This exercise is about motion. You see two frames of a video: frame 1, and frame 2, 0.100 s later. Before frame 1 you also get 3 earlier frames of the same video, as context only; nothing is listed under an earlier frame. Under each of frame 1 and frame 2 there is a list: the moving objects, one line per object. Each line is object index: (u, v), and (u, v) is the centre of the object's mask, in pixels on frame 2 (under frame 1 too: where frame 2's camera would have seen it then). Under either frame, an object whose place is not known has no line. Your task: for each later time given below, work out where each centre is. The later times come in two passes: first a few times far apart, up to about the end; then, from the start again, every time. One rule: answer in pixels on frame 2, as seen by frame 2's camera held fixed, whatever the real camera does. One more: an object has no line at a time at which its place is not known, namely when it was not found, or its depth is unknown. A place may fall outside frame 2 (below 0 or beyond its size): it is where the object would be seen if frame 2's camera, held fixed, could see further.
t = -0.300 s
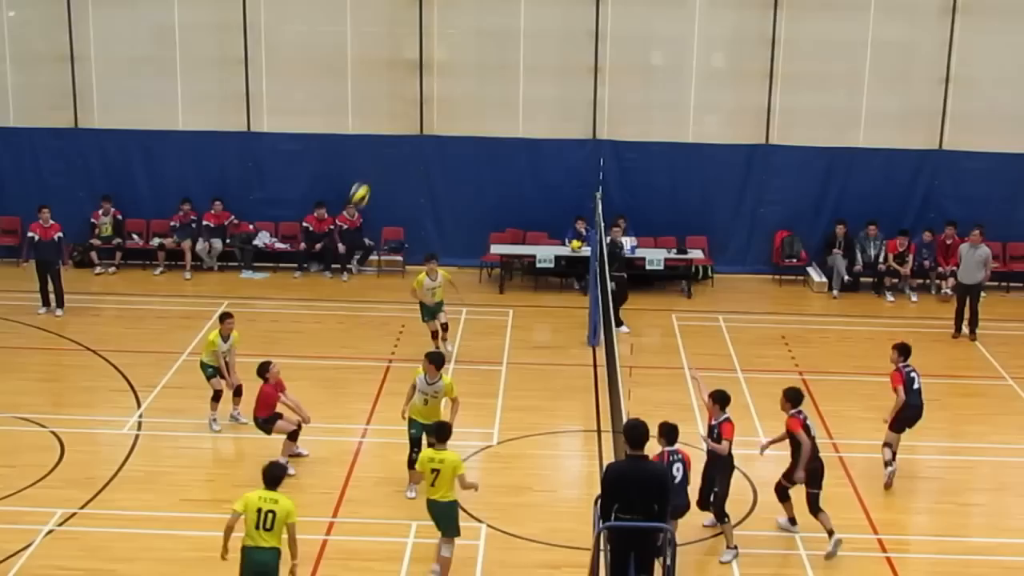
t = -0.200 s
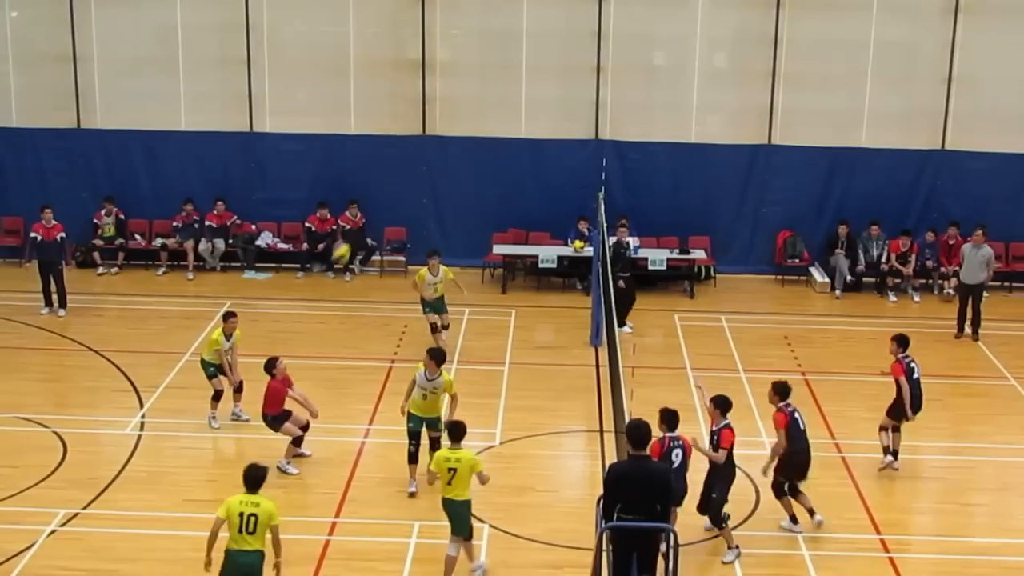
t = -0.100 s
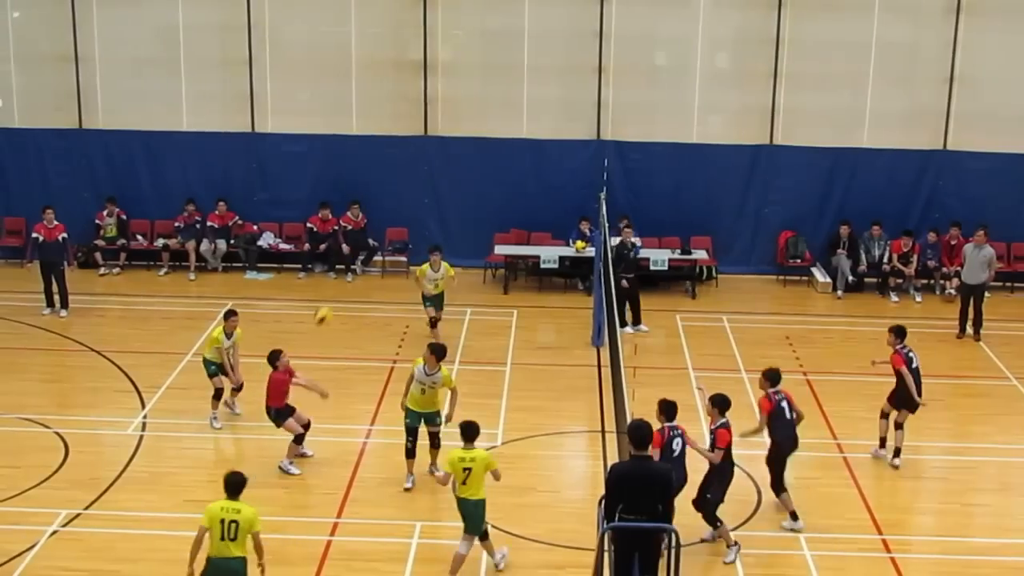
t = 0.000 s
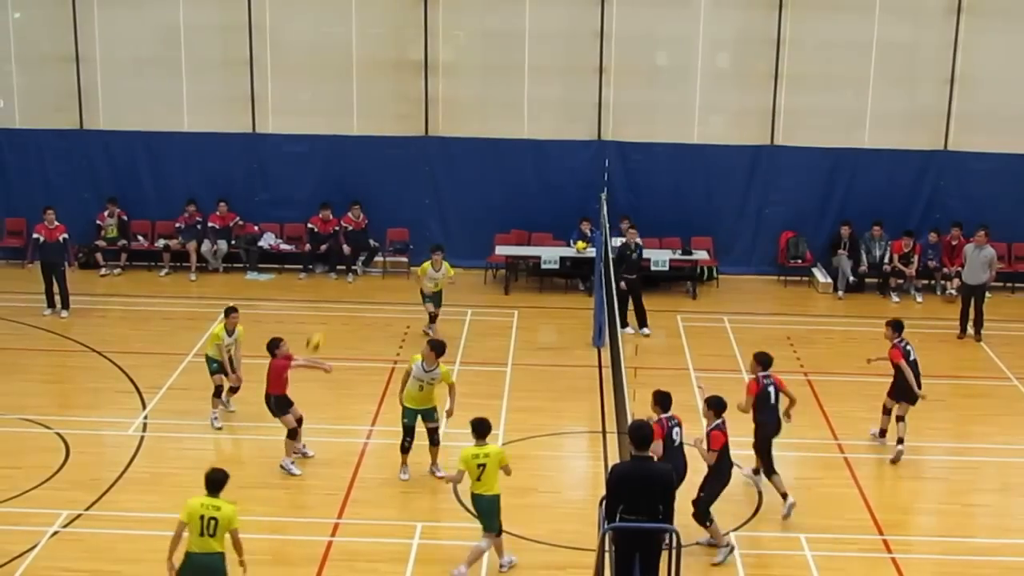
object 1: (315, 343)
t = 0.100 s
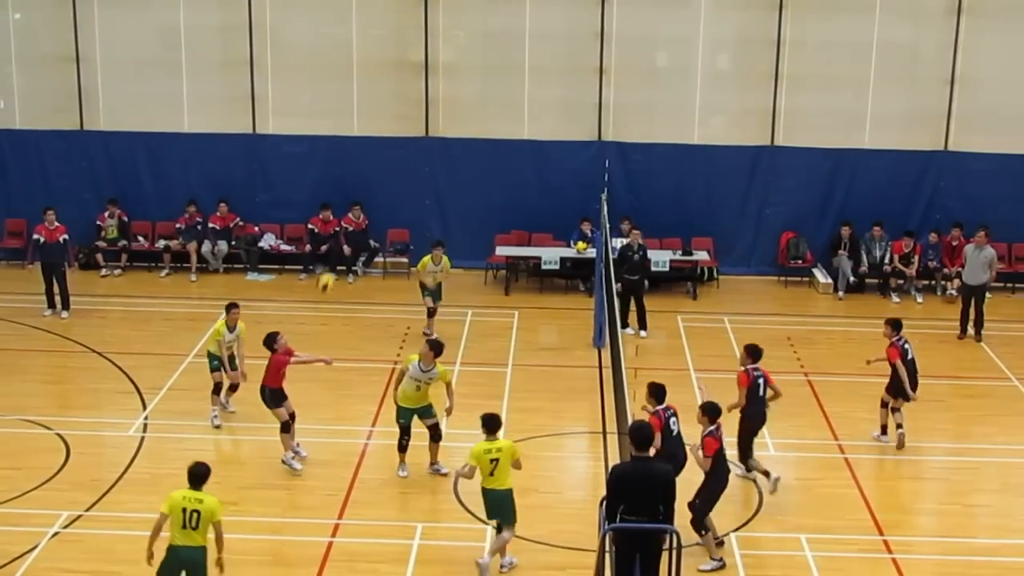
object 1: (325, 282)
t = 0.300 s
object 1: (347, 184)
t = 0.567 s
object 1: (377, 100)
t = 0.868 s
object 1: (413, 81)
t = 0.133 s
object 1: (329, 265)
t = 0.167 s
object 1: (333, 247)
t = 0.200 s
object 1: (336, 230)
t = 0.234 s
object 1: (340, 212)
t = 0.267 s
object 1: (343, 198)
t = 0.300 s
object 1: (347, 184)
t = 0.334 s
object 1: (350, 170)
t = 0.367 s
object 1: (354, 157)
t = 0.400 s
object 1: (358, 145)
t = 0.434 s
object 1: (362, 135)
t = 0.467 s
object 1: (365, 124)
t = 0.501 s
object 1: (369, 115)
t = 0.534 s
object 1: (373, 107)
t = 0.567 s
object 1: (377, 100)
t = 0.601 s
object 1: (381, 94)
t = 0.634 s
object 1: (385, 89)
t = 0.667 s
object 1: (389, 85)
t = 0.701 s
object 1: (393, 82)
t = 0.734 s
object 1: (397, 80)
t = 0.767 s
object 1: (401, 79)
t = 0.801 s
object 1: (405, 78)
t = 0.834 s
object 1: (408, 79)
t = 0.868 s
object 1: (413, 81)
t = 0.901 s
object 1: (417, 84)
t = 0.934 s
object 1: (421, 87)
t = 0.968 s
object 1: (425, 92)
